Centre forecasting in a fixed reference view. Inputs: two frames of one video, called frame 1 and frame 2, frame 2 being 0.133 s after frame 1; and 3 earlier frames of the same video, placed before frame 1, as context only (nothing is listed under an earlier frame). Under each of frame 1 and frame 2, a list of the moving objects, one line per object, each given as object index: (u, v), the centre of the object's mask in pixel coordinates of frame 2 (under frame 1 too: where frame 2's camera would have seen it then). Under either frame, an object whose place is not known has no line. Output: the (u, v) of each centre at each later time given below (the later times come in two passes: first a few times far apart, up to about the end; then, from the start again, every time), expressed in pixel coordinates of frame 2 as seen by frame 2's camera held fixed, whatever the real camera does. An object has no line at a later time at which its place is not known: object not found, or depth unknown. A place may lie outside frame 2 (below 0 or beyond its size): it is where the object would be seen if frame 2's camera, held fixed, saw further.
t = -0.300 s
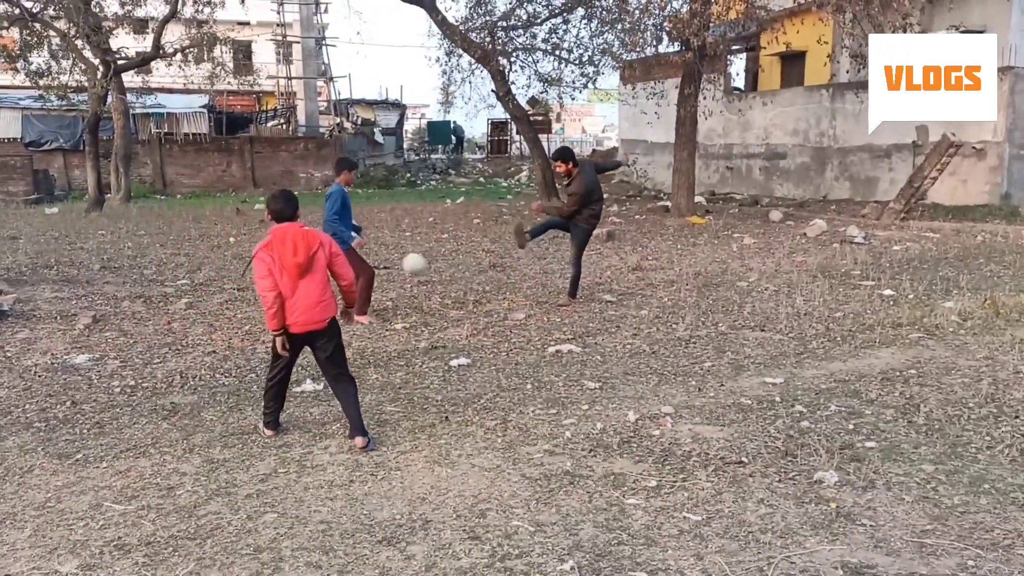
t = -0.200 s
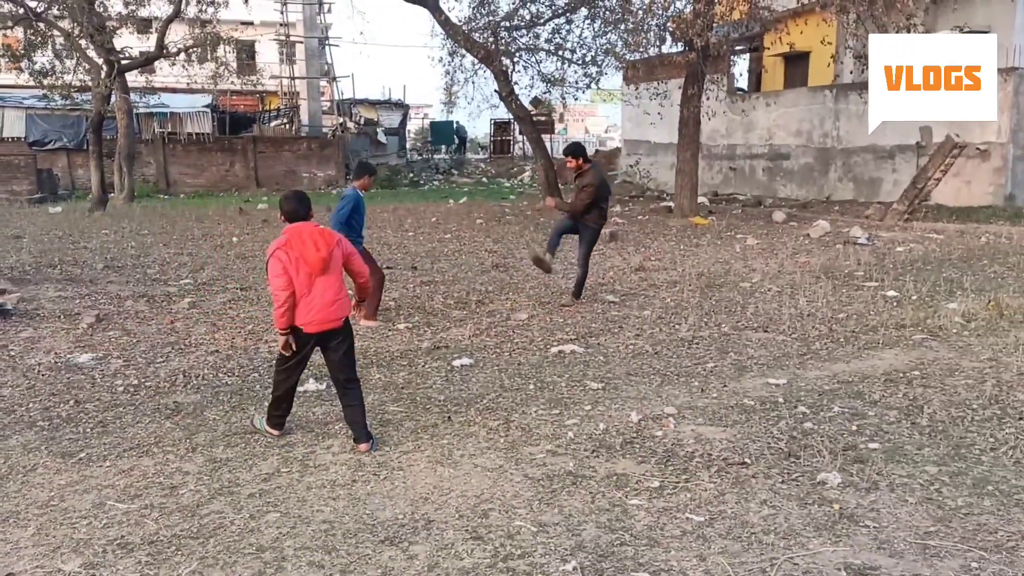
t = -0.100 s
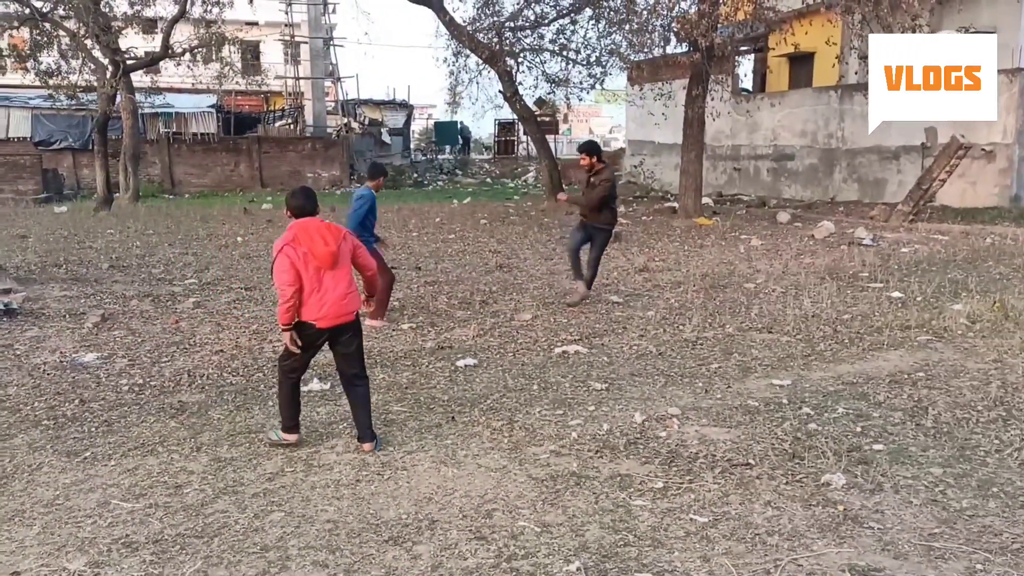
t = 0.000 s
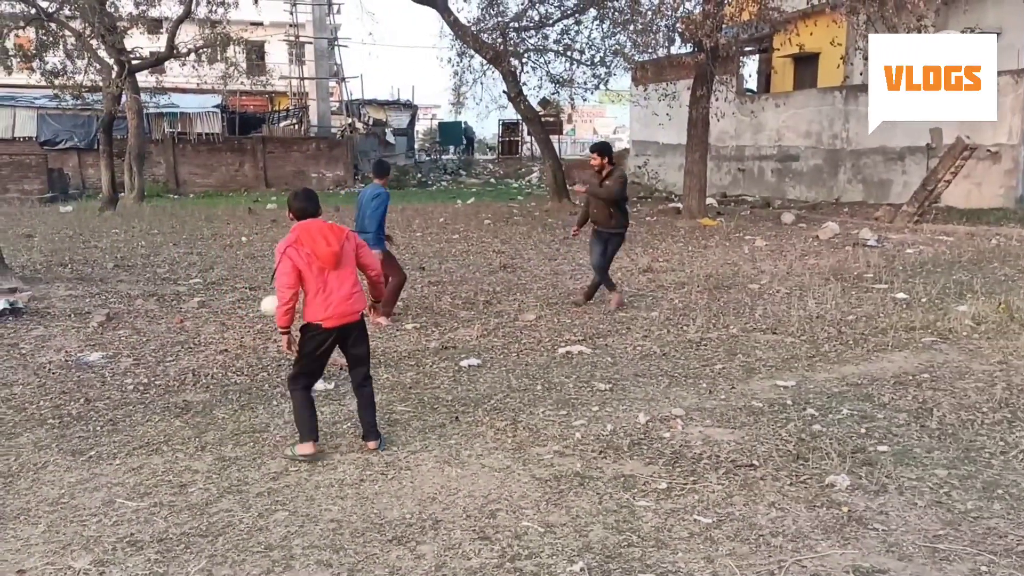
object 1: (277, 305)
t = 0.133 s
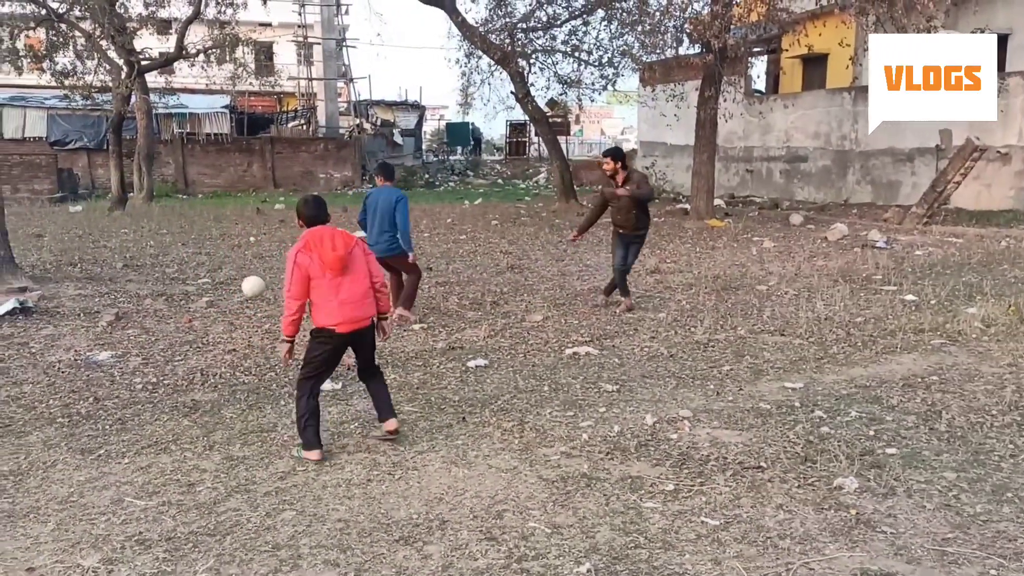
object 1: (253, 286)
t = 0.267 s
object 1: (228, 284)
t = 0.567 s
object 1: (172, 295)
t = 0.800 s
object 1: (131, 299)
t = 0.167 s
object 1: (247, 284)
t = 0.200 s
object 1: (241, 283)
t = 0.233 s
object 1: (234, 283)
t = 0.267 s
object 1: (228, 284)
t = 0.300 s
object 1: (221, 286)
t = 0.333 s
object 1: (215, 290)
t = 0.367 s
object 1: (208, 294)
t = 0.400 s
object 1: (203, 300)
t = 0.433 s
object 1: (197, 306)
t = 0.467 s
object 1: (194, 303)
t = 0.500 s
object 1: (184, 299)
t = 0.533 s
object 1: (178, 297)
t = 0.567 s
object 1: (172, 295)
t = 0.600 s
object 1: (165, 294)
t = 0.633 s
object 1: (159, 295)
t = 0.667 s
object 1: (153, 297)
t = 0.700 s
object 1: (147, 300)
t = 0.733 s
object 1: (142, 304)
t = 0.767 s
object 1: (136, 302)
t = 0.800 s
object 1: (131, 299)
